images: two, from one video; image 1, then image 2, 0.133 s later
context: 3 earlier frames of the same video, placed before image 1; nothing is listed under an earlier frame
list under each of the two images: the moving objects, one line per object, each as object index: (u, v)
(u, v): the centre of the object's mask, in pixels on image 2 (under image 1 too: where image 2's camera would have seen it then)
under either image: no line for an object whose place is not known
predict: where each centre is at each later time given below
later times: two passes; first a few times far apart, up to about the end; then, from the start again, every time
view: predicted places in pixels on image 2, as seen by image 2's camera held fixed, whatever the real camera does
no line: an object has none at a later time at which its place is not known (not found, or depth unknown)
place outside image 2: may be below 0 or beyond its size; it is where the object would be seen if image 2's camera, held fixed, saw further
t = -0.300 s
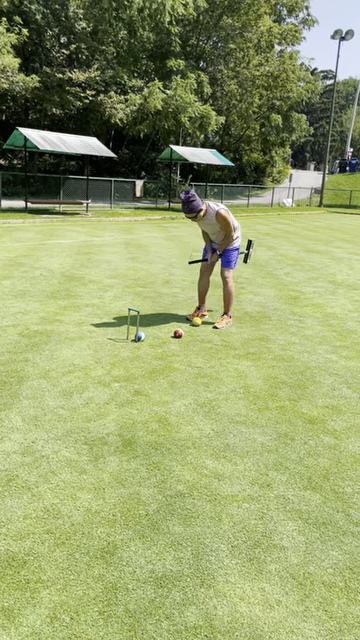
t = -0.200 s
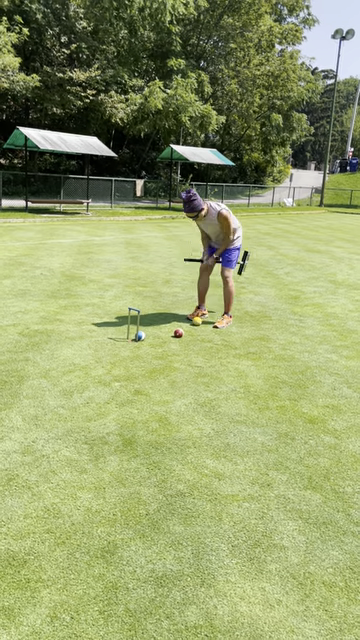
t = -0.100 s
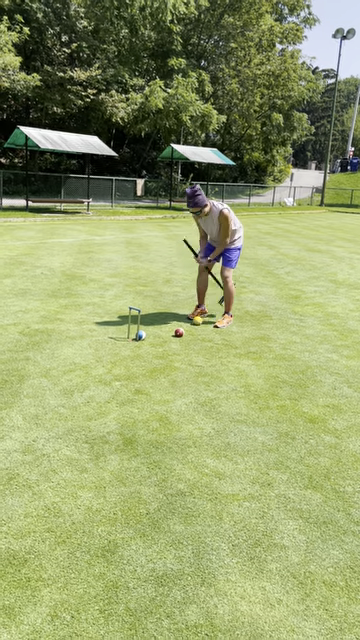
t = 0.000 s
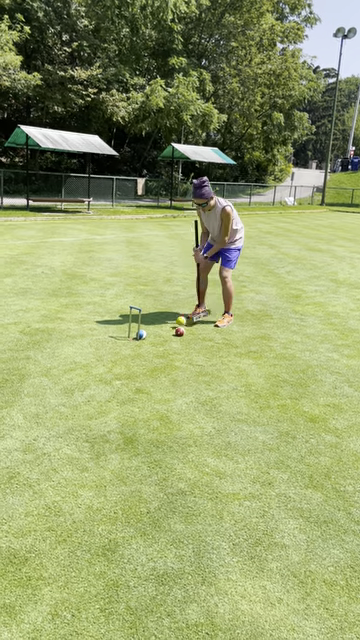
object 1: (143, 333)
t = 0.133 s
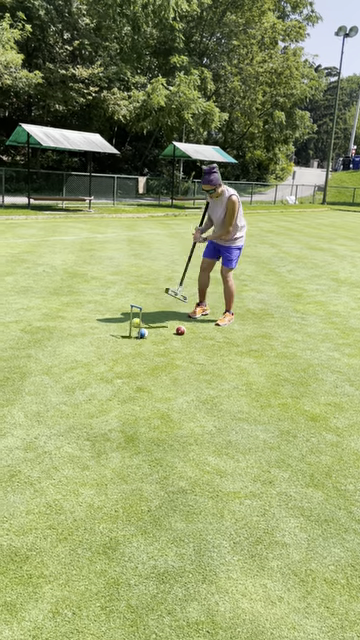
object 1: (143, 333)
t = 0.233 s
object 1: (147, 334)
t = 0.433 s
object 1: (154, 335)
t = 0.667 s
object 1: (159, 336)
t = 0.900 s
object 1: (162, 336)
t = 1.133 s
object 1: (162, 336)
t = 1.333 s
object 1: (162, 336)
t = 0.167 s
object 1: (144, 333)
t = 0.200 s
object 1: (146, 334)
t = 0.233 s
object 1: (147, 334)
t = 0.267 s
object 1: (148, 334)
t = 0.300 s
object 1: (149, 334)
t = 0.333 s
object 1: (150, 334)
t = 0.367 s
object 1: (152, 335)
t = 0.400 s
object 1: (153, 335)
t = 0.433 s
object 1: (154, 335)
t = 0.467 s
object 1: (154, 335)
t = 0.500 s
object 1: (155, 335)
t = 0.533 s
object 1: (156, 335)
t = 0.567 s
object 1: (157, 335)
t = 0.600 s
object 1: (158, 335)
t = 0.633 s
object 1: (159, 336)
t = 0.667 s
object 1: (159, 336)
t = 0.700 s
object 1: (160, 336)
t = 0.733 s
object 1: (160, 336)
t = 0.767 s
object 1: (161, 336)
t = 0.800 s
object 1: (161, 336)
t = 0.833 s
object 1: (162, 336)
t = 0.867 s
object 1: (162, 336)
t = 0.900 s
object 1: (162, 336)
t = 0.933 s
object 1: (162, 336)
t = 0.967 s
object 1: (162, 336)
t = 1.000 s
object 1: (162, 336)
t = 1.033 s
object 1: (162, 336)
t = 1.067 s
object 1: (162, 336)
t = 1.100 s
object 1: (162, 336)
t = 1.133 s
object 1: (162, 336)
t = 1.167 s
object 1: (162, 336)
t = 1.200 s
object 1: (162, 336)
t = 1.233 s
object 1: (162, 336)
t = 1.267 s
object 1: (162, 336)
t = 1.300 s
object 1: (162, 336)
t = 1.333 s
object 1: (162, 336)
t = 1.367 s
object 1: (162, 336)
